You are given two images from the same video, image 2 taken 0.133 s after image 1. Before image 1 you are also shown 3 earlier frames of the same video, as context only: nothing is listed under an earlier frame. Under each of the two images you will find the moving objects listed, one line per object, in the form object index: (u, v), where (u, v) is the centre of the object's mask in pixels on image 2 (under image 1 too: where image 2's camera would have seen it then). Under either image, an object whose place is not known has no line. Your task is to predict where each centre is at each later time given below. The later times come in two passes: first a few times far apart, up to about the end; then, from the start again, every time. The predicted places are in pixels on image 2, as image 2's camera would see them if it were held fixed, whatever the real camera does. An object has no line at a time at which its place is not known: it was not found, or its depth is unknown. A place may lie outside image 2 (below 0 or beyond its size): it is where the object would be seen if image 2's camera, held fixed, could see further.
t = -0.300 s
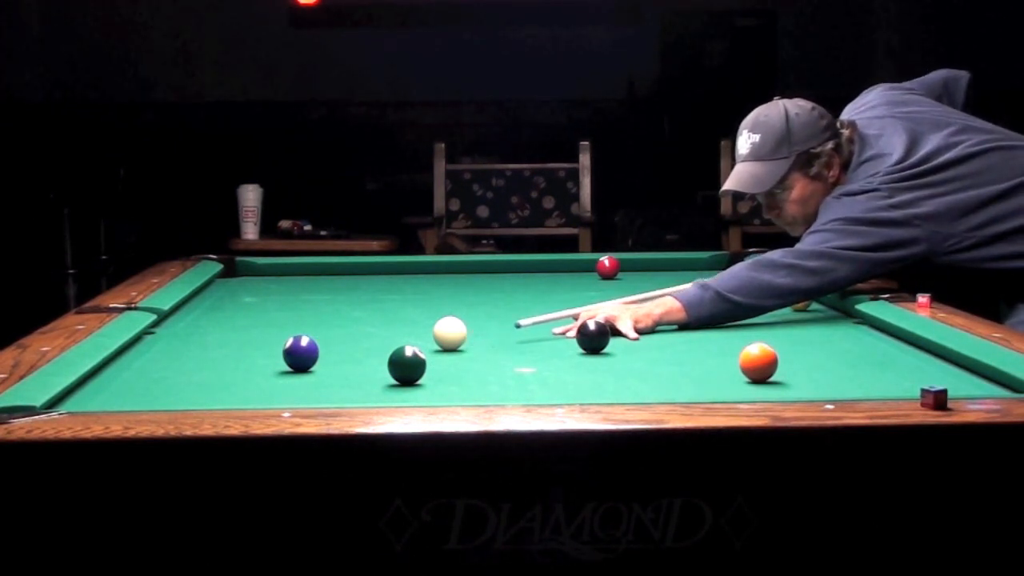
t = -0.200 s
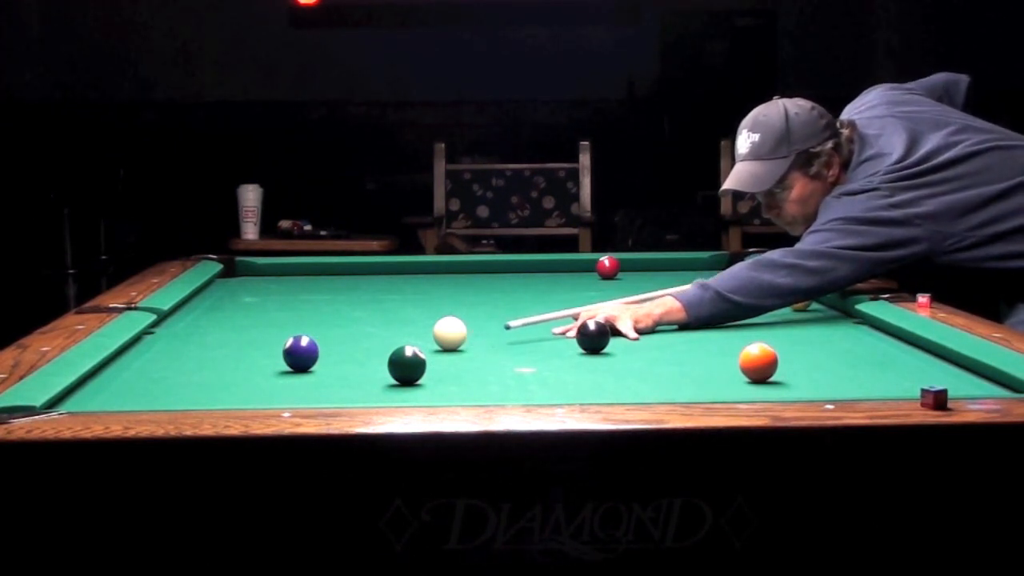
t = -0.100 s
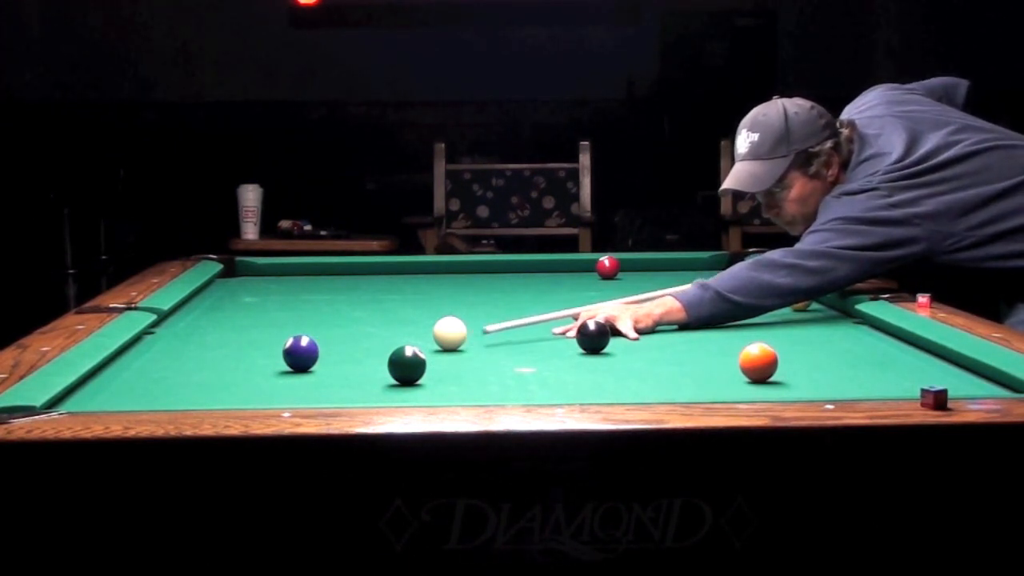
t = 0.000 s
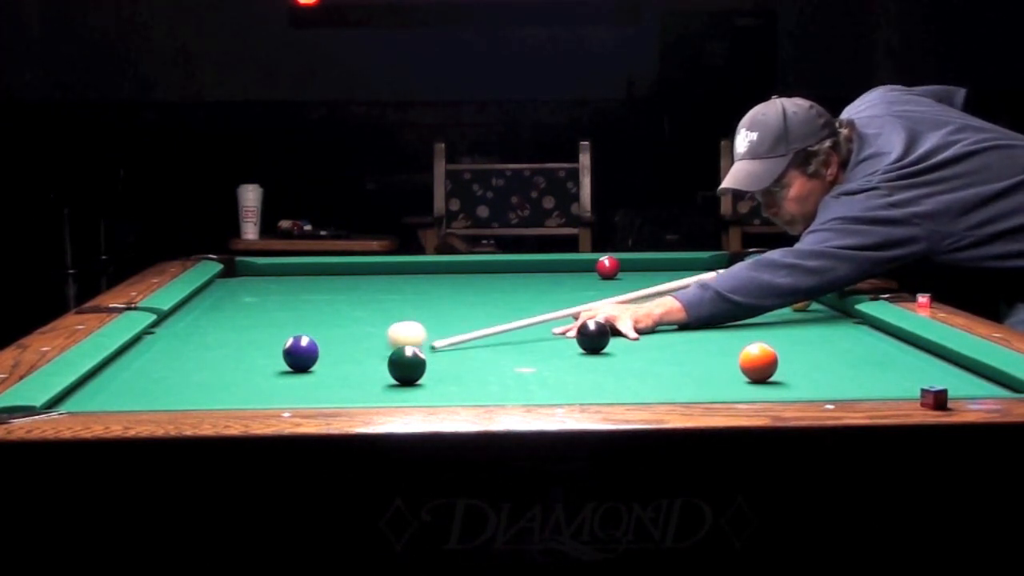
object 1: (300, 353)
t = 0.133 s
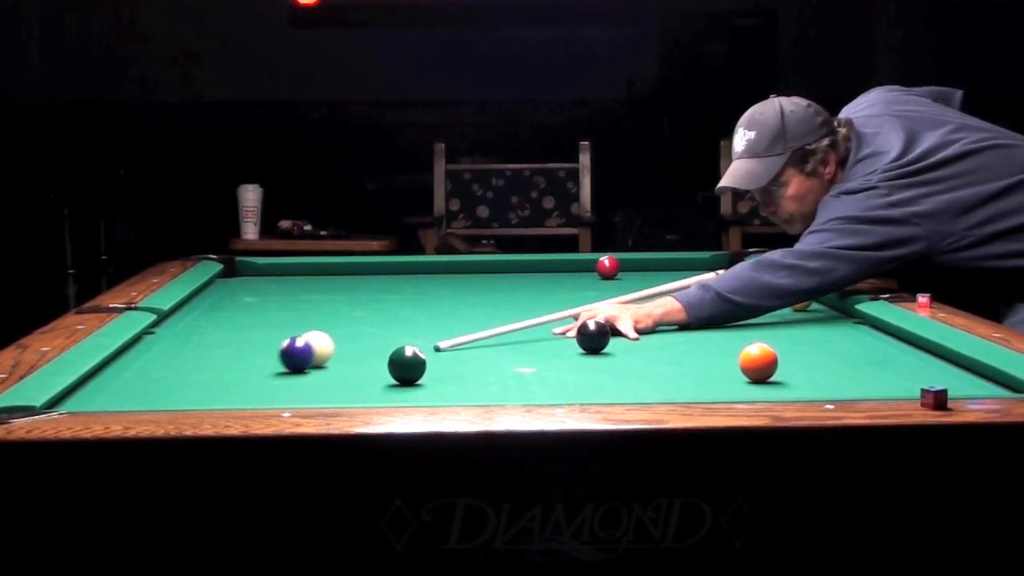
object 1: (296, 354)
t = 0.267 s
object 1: (253, 364)
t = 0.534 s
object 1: (167, 385)
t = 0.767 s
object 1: (84, 398)
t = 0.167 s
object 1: (284, 357)
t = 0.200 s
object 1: (273, 359)
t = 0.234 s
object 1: (263, 362)
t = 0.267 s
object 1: (253, 364)
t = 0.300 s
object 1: (242, 367)
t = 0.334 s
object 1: (232, 370)
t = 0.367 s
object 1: (221, 372)
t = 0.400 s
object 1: (211, 375)
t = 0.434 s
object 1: (201, 378)
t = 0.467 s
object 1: (190, 380)
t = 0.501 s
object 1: (179, 383)
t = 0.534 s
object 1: (167, 385)
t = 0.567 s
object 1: (156, 387)
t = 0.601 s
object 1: (144, 389)
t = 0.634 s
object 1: (133, 391)
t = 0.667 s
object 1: (122, 393)
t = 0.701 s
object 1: (109, 394)
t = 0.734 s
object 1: (96, 396)
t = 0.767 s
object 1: (84, 398)
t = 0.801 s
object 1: (71, 399)
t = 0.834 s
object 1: (59, 401)
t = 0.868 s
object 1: (45, 403)
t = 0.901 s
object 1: (33, 405)
